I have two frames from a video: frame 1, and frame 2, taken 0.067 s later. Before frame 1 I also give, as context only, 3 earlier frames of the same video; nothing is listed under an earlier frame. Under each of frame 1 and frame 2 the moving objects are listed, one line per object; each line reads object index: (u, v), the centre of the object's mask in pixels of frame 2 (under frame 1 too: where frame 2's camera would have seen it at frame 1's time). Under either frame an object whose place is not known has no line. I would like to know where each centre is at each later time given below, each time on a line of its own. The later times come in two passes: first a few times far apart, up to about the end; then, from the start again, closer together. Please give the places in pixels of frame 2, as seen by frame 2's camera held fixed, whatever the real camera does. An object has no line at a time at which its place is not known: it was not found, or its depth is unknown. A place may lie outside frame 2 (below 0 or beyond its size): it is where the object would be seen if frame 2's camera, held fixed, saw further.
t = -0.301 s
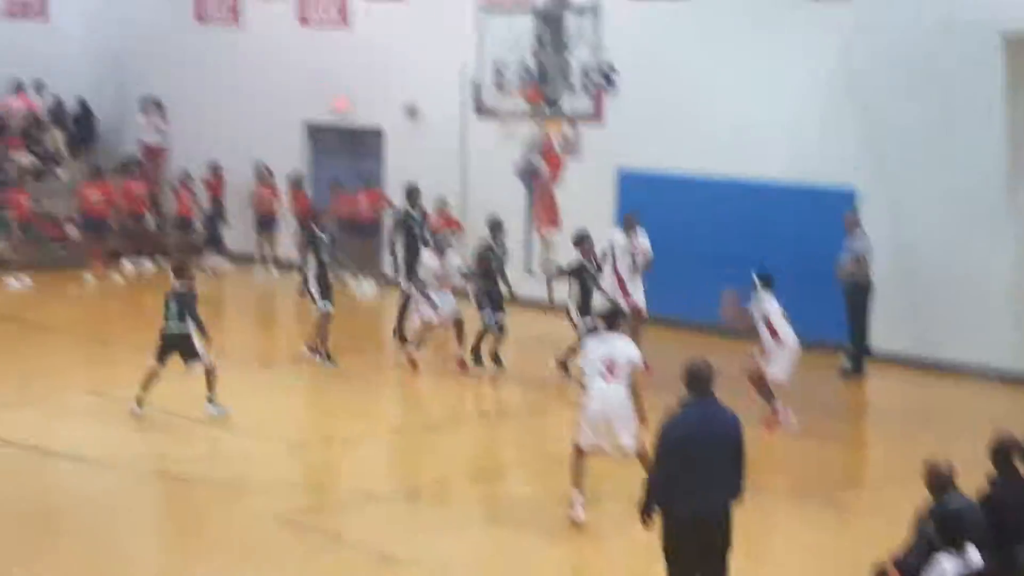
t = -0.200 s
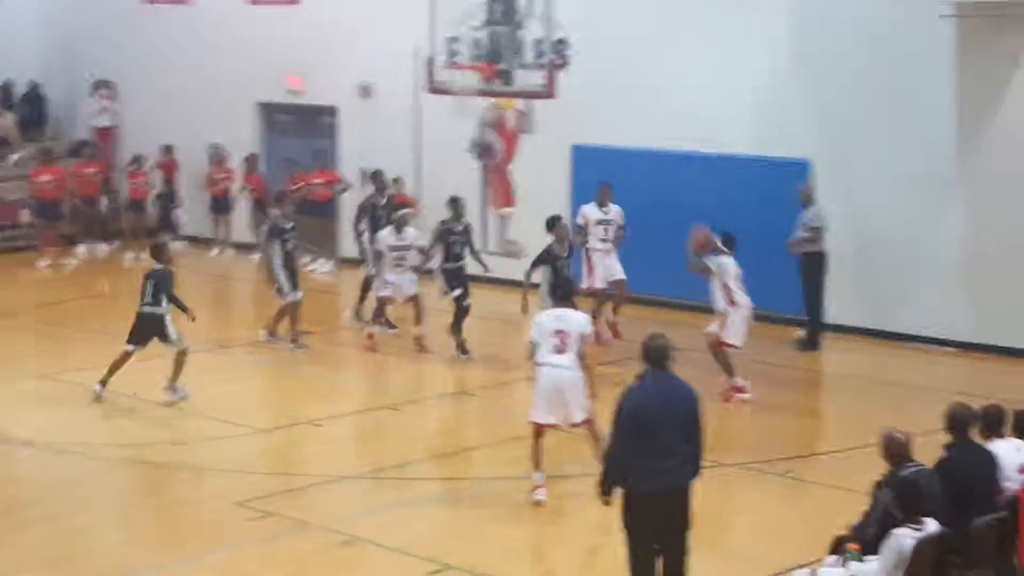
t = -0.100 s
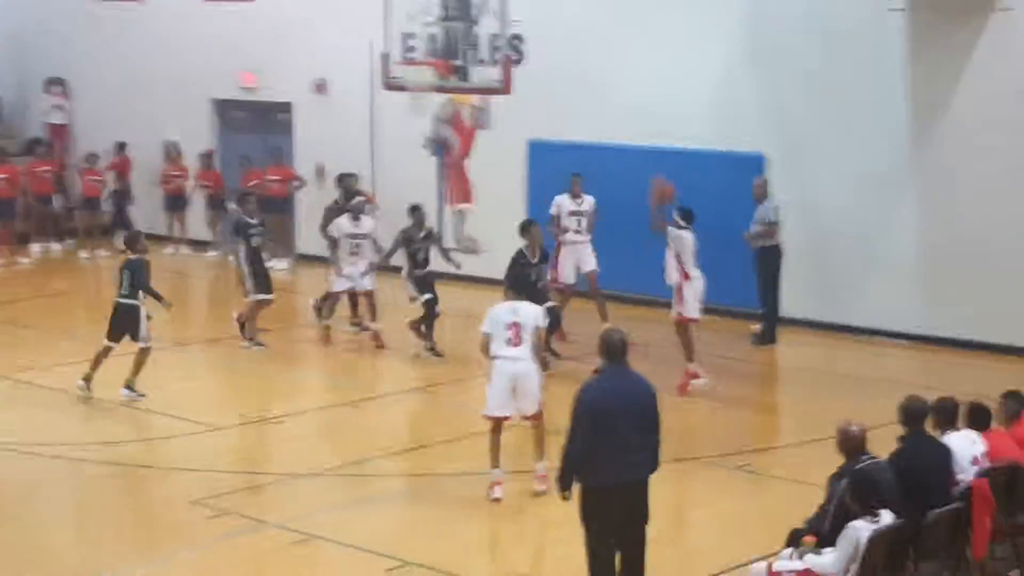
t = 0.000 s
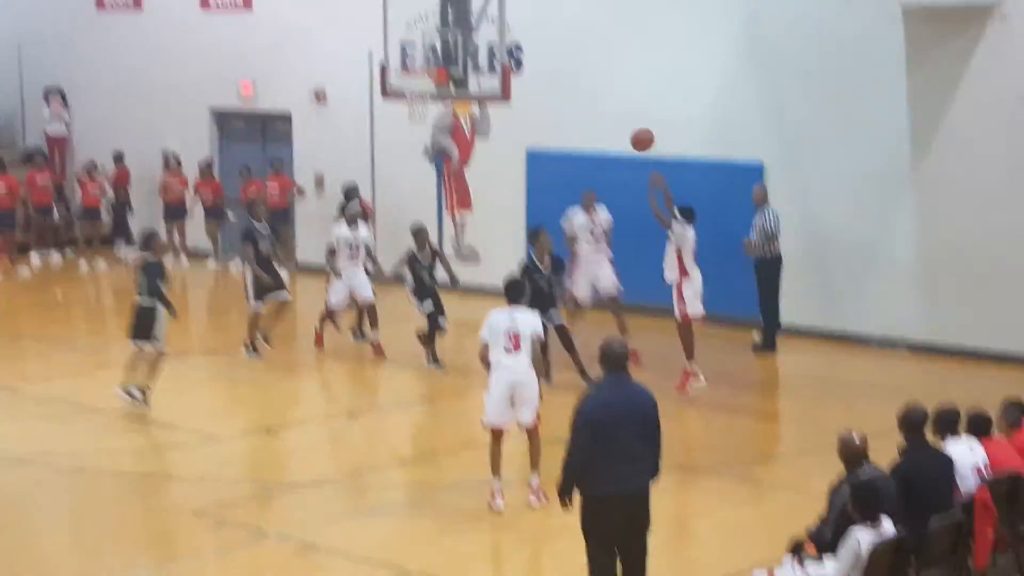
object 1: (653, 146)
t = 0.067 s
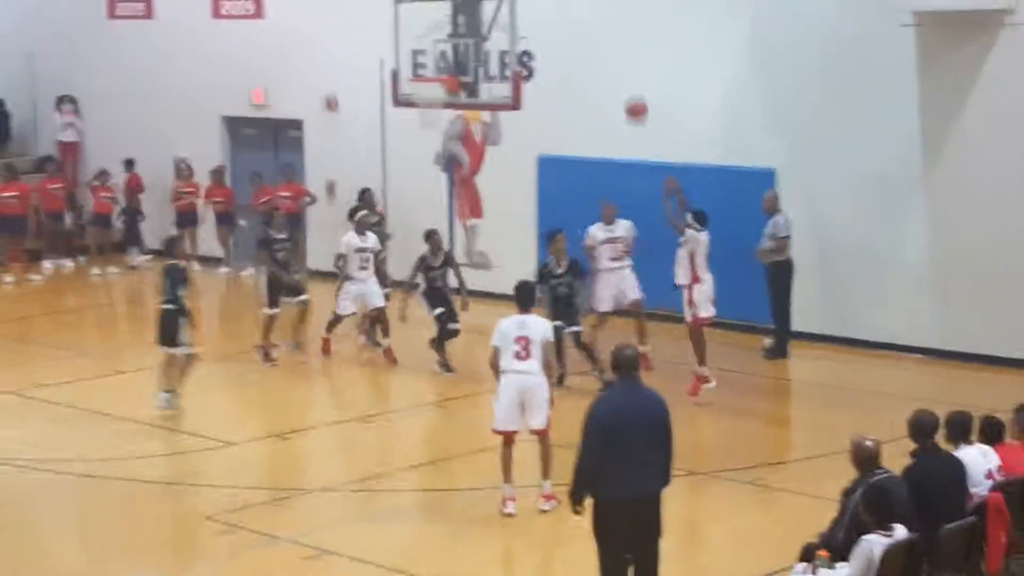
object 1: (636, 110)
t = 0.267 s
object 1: (587, 31)
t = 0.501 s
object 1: (533, -8)
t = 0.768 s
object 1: (476, 10)
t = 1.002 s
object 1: (428, 80)
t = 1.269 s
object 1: (406, 142)
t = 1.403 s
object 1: (399, 186)
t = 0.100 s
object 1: (628, 94)
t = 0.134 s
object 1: (620, 79)
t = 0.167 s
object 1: (611, 66)
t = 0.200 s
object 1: (603, 52)
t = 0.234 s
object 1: (595, 41)
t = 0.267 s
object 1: (587, 31)
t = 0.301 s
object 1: (579, 22)
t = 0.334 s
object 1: (572, 14)
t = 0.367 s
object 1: (564, 8)
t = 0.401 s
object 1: (556, 2)
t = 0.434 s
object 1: (548, -3)
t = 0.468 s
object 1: (540, -6)
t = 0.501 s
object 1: (533, -8)
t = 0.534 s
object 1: (527, -9)
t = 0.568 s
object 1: (519, -10)
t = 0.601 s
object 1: (512, -8)
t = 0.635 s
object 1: (505, -6)
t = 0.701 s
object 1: (492, 1)
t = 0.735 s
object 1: (483, 7)
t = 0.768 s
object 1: (476, 10)
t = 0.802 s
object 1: (471, 19)
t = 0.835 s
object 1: (463, 26)
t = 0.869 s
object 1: (456, 35)
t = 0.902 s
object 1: (450, 45)
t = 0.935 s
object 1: (444, 57)
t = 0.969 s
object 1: (436, 69)
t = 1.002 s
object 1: (428, 80)
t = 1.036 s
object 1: (424, 96)
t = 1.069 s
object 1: (421, 105)
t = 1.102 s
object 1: (416, 112)
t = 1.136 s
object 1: (414, 114)
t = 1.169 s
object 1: (412, 120)
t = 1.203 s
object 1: (410, 127)
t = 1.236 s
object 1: (408, 134)
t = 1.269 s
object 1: (406, 142)
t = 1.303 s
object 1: (404, 153)
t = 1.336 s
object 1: (403, 163)
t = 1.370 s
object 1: (401, 174)
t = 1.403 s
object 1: (399, 186)
